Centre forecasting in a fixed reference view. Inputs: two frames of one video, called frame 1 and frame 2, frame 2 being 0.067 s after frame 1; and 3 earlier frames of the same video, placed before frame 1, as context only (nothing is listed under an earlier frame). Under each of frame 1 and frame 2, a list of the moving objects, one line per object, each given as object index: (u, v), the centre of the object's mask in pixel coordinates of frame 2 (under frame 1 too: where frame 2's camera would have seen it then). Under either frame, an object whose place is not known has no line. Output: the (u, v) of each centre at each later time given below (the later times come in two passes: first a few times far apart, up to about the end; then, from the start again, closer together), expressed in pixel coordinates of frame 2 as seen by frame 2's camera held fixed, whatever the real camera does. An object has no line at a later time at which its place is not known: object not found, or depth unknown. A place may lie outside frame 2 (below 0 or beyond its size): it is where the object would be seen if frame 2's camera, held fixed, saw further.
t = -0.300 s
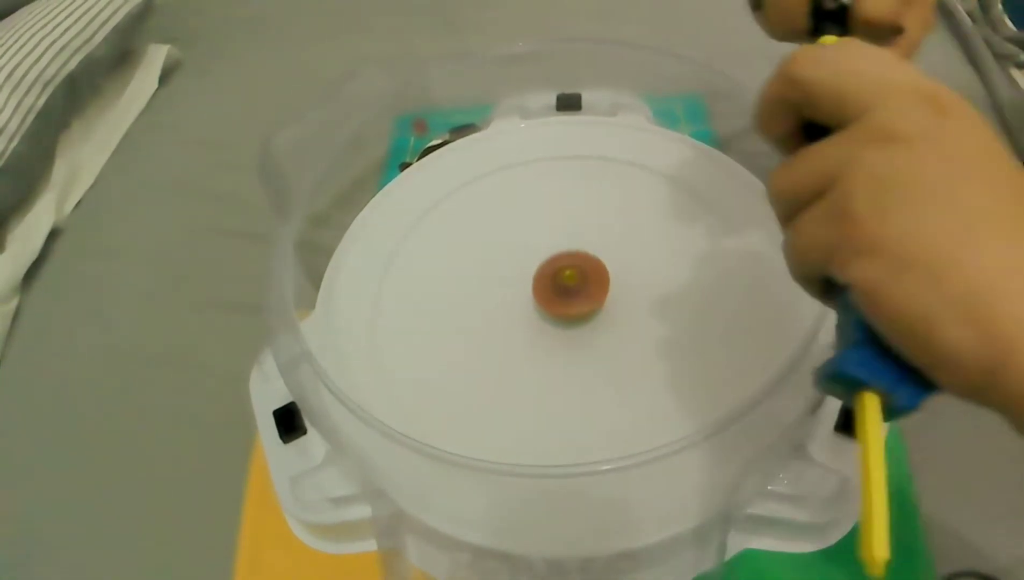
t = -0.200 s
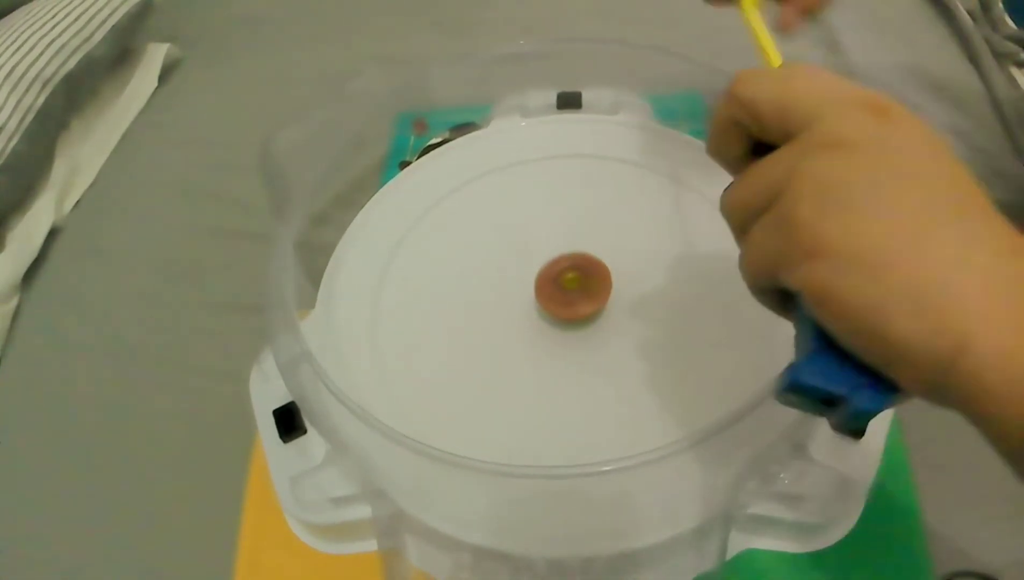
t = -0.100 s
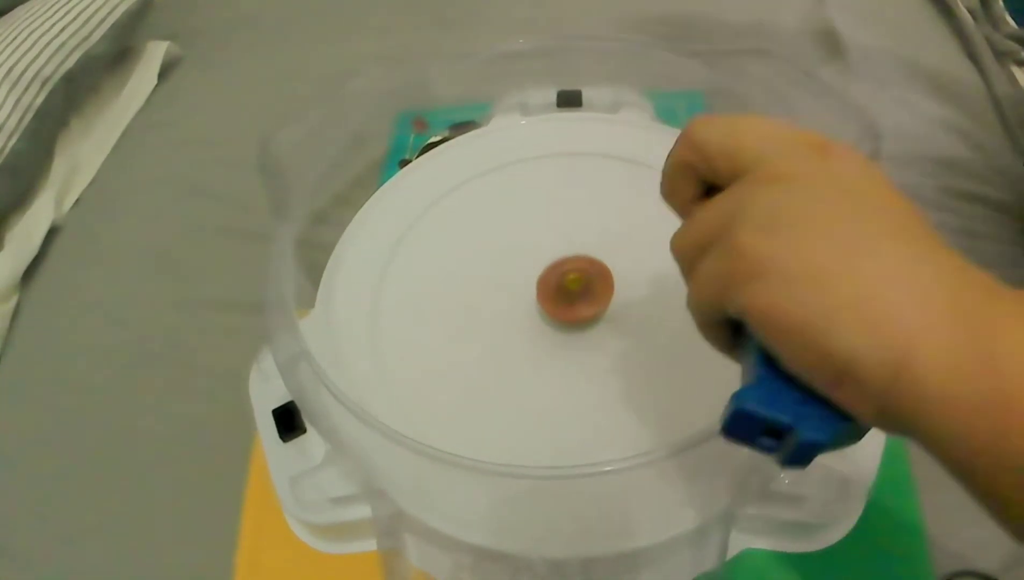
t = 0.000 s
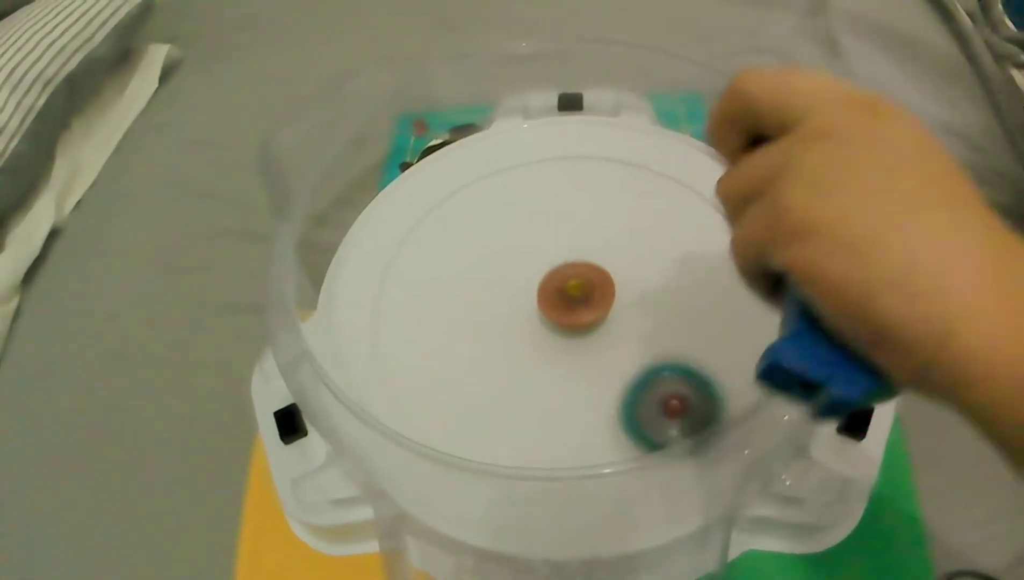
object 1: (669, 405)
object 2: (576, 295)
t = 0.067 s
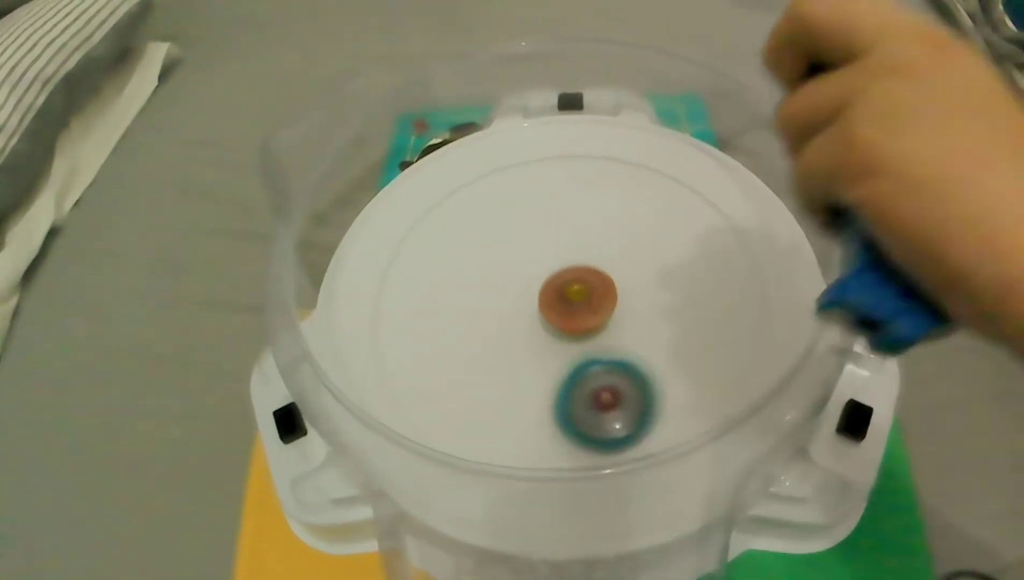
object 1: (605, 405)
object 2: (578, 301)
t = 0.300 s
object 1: (467, 325)
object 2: (576, 302)
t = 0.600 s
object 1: (513, 251)
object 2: (573, 305)
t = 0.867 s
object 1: (509, 281)
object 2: (579, 322)
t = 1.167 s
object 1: (495, 299)
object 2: (608, 320)
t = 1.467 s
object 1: (504, 288)
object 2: (603, 303)
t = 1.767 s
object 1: (501, 283)
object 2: (588, 304)
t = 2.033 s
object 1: (503, 268)
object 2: (577, 306)
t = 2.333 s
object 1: (512, 252)
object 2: (574, 307)
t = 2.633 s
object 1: (528, 239)
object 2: (569, 306)
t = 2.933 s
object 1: (546, 236)
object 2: (565, 307)
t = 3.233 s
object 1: (568, 236)
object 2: (561, 308)
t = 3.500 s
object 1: (585, 240)
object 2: (556, 309)
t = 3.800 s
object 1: (604, 253)
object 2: (549, 309)
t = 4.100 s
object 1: (618, 268)
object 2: (541, 306)
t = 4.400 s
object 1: (620, 277)
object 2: (534, 302)
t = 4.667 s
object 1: (628, 282)
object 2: (528, 297)
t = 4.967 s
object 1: (643, 328)
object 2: (527, 287)
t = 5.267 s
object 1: (631, 328)
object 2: (542, 289)
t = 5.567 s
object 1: (625, 371)
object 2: (536, 259)
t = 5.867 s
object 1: (586, 337)
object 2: (547, 276)
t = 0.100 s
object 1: (564, 420)
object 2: (578, 303)
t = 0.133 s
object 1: (538, 404)
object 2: (578, 303)
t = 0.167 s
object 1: (514, 387)
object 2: (577, 302)
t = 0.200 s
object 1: (496, 374)
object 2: (577, 303)
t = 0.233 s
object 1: (485, 360)
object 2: (576, 303)
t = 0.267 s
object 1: (474, 343)
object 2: (577, 302)
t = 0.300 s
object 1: (467, 325)
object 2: (576, 302)
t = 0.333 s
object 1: (464, 309)
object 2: (577, 302)
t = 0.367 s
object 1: (464, 288)
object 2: (577, 301)
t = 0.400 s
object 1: (467, 279)
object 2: (577, 301)
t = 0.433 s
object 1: (471, 269)
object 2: (577, 302)
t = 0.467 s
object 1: (478, 260)
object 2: (578, 302)
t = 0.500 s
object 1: (486, 255)
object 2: (577, 303)
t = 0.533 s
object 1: (489, 253)
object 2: (577, 303)
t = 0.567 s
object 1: (505, 250)
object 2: (575, 304)
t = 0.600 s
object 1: (513, 251)
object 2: (573, 305)
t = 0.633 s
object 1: (520, 253)
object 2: (573, 306)
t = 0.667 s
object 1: (521, 253)
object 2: (575, 309)
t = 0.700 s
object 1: (520, 255)
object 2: (576, 313)
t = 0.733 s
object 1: (519, 262)
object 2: (576, 315)
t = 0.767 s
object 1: (517, 266)
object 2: (576, 316)
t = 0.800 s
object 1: (513, 272)
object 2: (577, 319)
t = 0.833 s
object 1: (510, 278)
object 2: (579, 322)
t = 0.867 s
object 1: (509, 281)
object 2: (579, 322)
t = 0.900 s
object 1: (505, 284)
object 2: (583, 324)
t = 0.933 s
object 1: (502, 284)
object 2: (590, 326)
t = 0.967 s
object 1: (495, 286)
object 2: (600, 331)
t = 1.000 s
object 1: (492, 289)
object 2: (605, 332)
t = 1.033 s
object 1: (491, 291)
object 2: (608, 331)
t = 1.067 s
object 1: (490, 294)
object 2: (610, 329)
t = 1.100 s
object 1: (490, 295)
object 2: (610, 327)
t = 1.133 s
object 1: (492, 297)
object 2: (609, 324)
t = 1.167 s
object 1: (495, 299)
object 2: (608, 320)
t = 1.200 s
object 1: (498, 300)
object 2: (607, 317)
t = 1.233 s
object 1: (501, 301)
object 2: (603, 315)
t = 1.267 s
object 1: (505, 301)
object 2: (602, 312)
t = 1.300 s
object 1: (507, 300)
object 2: (600, 311)
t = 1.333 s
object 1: (512, 298)
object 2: (596, 307)
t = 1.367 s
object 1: (511, 295)
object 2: (598, 305)
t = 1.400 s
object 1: (507, 289)
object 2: (603, 304)
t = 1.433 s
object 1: (506, 289)
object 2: (603, 303)
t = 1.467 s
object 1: (504, 288)
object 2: (603, 303)
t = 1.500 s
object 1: (503, 288)
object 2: (601, 303)
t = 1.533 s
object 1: (503, 288)
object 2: (598, 303)
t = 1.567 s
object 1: (503, 288)
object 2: (595, 303)
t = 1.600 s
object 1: (504, 289)
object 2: (591, 302)
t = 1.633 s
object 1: (505, 289)
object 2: (589, 303)
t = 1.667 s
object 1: (502, 287)
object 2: (590, 303)
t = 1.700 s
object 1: (501, 285)
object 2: (591, 304)
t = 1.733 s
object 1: (501, 284)
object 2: (590, 304)
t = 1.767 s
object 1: (501, 283)
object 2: (588, 304)
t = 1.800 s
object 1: (502, 281)
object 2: (587, 304)
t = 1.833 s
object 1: (502, 279)
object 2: (584, 304)
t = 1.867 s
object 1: (502, 279)
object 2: (584, 304)
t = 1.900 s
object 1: (503, 275)
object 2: (581, 304)
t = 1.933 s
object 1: (503, 272)
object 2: (581, 305)
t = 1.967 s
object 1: (503, 271)
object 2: (580, 305)
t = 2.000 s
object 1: (503, 270)
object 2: (579, 306)
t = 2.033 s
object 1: (503, 268)
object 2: (577, 306)
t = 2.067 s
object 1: (504, 266)
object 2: (576, 306)
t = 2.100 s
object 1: (504, 264)
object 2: (575, 306)
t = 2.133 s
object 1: (503, 261)
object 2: (578, 308)
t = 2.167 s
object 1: (503, 260)
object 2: (578, 310)
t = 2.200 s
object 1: (504, 258)
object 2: (579, 311)
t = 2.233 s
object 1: (505, 257)
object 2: (577, 310)
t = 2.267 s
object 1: (508, 255)
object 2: (575, 309)
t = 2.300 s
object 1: (510, 253)
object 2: (575, 309)
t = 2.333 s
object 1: (512, 252)
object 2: (574, 307)
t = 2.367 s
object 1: (514, 251)
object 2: (573, 306)
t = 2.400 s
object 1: (516, 250)
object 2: (572, 305)
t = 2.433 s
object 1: (518, 249)
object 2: (572, 303)
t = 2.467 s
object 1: (520, 247)
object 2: (571, 304)
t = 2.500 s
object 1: (521, 246)
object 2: (571, 304)
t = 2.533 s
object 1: (524, 244)
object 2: (570, 303)
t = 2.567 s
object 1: (525, 243)
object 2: (569, 303)
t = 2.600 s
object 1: (526, 241)
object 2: (569, 305)
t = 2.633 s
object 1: (528, 239)
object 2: (569, 306)
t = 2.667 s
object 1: (529, 237)
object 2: (568, 306)
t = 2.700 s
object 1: (530, 236)
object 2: (567, 306)
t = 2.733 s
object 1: (532, 235)
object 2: (567, 306)
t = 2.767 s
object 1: (533, 236)
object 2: (567, 306)
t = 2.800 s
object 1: (535, 236)
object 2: (566, 306)
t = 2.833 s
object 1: (538, 236)
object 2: (566, 306)
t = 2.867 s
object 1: (541, 237)
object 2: (565, 306)
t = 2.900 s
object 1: (543, 237)
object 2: (566, 306)
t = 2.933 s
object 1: (546, 236)
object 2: (565, 307)
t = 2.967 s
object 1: (548, 236)
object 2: (565, 307)
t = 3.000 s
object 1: (551, 235)
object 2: (564, 308)
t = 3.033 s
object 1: (553, 235)
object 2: (564, 308)
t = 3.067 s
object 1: (556, 235)
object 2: (563, 308)
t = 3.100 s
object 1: (557, 236)
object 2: (563, 308)
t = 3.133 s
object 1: (561, 236)
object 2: (563, 307)
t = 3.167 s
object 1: (564, 235)
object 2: (562, 308)
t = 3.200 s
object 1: (564, 235)
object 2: (561, 308)
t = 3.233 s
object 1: (568, 236)
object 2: (561, 308)
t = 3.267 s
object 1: (571, 236)
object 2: (560, 308)
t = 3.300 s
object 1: (573, 237)
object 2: (559, 308)
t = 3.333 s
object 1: (577, 236)
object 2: (558, 309)
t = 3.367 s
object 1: (579, 236)
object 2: (557, 310)
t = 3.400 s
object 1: (580, 237)
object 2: (556, 310)
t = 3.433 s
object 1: (582, 238)
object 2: (556, 310)
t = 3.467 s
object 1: (584, 239)
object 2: (556, 309)
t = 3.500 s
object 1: (585, 240)
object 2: (556, 309)
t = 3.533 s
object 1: (588, 242)
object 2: (556, 309)
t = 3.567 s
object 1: (590, 242)
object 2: (554, 311)
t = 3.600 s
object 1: (593, 243)
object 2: (552, 310)
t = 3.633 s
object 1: (595, 244)
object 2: (552, 310)
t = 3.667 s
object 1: (596, 246)
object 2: (552, 310)
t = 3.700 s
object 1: (598, 247)
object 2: (551, 310)
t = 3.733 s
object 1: (600, 250)
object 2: (551, 310)
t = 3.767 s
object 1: (601, 251)
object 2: (550, 310)
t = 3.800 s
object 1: (604, 253)
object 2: (549, 309)
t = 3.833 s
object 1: (607, 255)
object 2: (548, 310)
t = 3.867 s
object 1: (609, 256)
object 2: (546, 309)
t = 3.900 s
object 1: (611, 257)
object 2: (546, 309)
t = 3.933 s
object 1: (613, 259)
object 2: (546, 309)
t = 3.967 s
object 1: (614, 261)
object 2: (545, 308)
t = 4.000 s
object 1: (615, 263)
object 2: (546, 307)
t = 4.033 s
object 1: (615, 265)
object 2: (545, 307)
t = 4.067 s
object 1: (617, 267)
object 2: (543, 306)
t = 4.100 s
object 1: (618, 268)
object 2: (541, 306)
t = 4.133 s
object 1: (619, 270)
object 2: (540, 305)
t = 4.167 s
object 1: (618, 272)
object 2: (540, 304)
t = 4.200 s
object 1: (617, 274)
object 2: (540, 304)
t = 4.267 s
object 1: (622, 274)
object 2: (535, 304)
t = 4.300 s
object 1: (623, 275)
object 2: (533, 303)
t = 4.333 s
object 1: (623, 276)
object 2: (533, 303)
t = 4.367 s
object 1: (621, 276)
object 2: (534, 303)
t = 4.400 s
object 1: (620, 277)
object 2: (534, 302)
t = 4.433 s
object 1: (618, 276)
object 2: (535, 302)
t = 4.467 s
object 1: (616, 275)
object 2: (535, 301)
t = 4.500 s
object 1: (617, 275)
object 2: (535, 301)
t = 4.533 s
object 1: (617, 275)
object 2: (535, 301)
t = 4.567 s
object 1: (618, 275)
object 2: (534, 299)
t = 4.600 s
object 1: (624, 276)
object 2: (530, 298)
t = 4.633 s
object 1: (627, 278)
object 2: (528, 298)
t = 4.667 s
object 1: (628, 282)
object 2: (528, 297)
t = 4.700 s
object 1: (627, 286)
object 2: (528, 297)
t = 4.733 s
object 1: (625, 292)
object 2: (531, 297)
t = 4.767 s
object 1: (623, 295)
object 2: (532, 296)
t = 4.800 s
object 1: (619, 302)
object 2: (534, 296)
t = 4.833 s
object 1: (621, 308)
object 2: (531, 295)
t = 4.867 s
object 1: (628, 315)
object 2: (527, 292)
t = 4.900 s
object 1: (634, 320)
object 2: (525, 289)
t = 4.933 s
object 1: (639, 324)
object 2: (526, 287)
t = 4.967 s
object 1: (643, 328)
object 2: (527, 287)
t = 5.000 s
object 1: (646, 330)
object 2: (528, 286)
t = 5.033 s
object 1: (648, 332)
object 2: (530, 286)
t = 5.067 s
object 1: (649, 332)
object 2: (532, 287)
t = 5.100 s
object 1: (649, 332)
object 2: (534, 287)
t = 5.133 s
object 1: (648, 331)
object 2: (535, 288)
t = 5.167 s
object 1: (646, 330)
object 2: (537, 288)
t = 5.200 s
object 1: (643, 330)
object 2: (538, 288)
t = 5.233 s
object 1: (637, 328)
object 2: (541, 288)
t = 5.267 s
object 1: (631, 328)
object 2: (542, 289)
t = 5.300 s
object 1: (626, 328)
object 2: (543, 289)
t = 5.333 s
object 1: (619, 329)
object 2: (545, 288)
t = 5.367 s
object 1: (609, 330)
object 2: (547, 287)
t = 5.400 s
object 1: (610, 340)
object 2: (544, 279)
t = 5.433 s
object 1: (612, 348)
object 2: (540, 272)
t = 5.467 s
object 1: (615, 357)
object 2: (536, 264)
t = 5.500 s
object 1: (618, 366)
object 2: (534, 259)
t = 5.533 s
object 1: (621, 369)
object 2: (534, 257)
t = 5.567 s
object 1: (625, 371)
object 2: (536, 259)
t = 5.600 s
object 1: (625, 370)
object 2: (537, 261)
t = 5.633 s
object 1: (624, 367)
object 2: (538, 263)
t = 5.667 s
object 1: (622, 364)
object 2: (540, 266)
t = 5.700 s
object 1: (620, 361)
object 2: (540, 267)
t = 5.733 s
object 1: (617, 356)
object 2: (542, 270)
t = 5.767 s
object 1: (612, 352)
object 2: (543, 272)
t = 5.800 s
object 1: (605, 347)
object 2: (545, 274)
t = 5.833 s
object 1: (596, 342)
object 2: (546, 275)
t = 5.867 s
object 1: (586, 337)
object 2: (547, 276)
